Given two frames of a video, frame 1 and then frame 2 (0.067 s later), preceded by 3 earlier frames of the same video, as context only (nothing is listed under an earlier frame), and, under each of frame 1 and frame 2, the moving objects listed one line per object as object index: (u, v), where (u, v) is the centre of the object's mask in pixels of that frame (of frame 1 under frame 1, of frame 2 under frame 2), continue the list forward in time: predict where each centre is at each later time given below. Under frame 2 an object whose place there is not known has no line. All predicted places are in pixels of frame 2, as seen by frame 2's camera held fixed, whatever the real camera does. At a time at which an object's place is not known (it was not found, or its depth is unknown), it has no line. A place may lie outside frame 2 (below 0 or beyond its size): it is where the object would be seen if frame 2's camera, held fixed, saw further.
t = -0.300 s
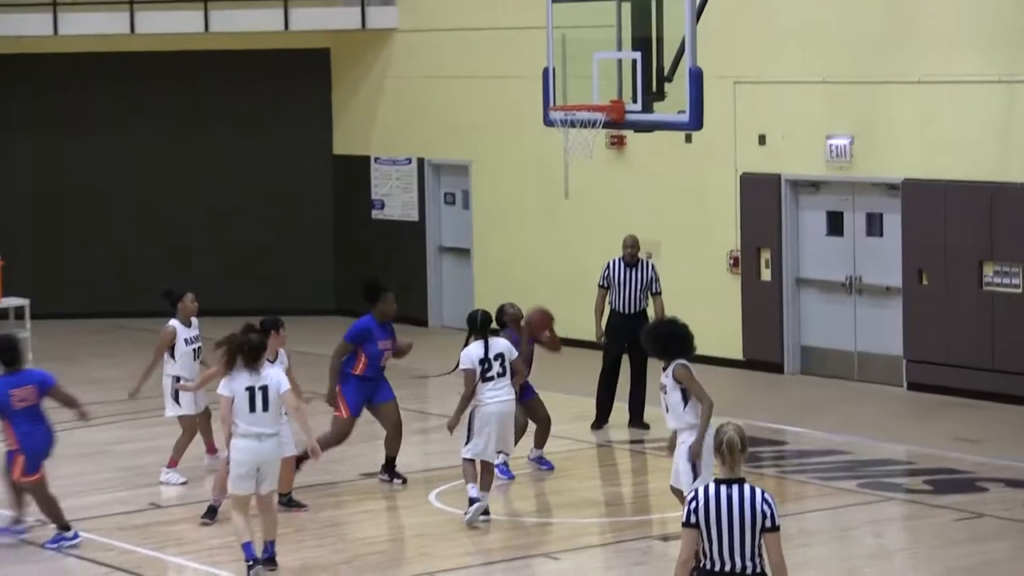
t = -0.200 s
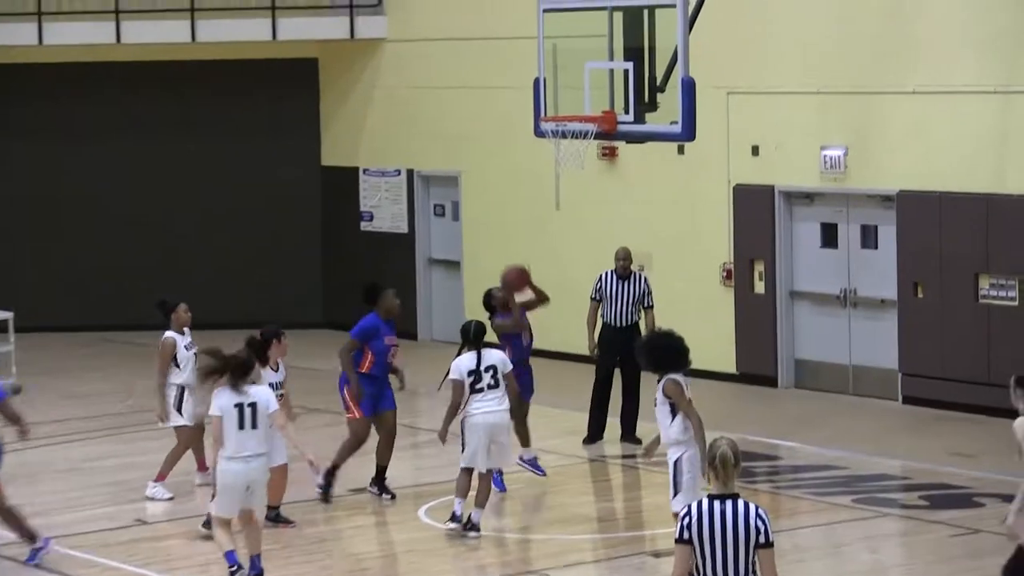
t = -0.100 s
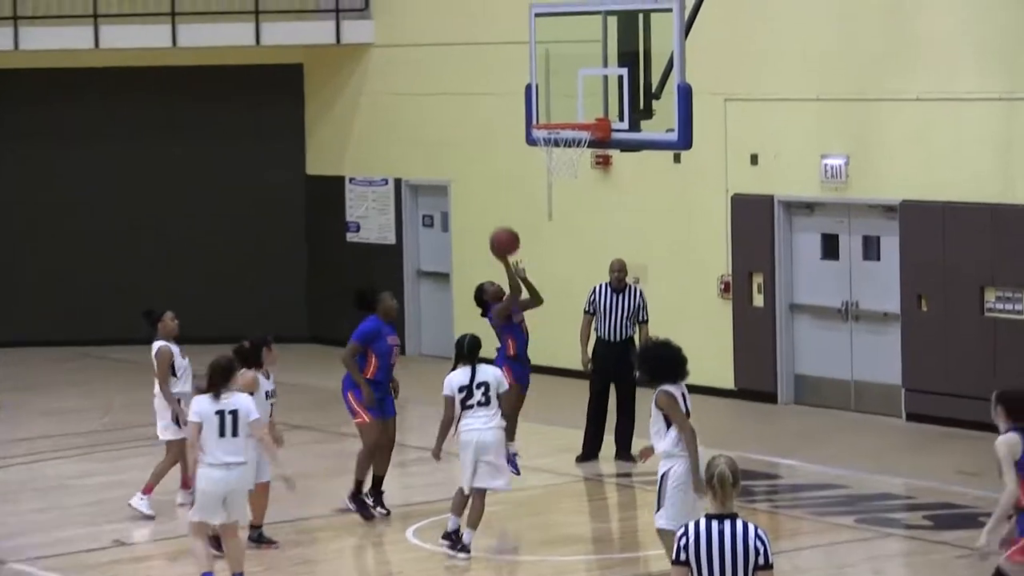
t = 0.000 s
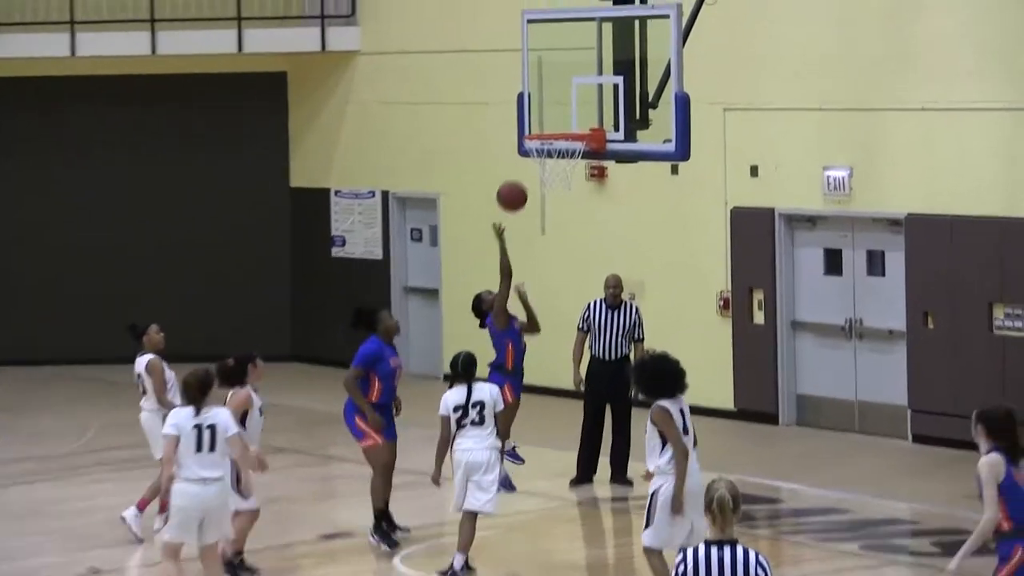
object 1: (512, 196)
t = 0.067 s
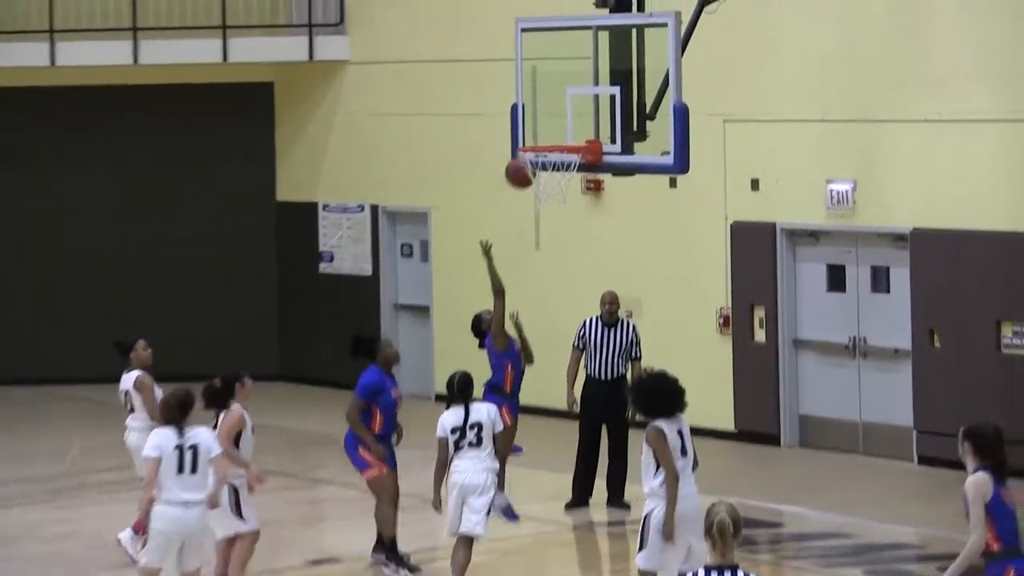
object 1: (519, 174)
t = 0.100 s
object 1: (521, 154)
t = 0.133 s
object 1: (537, 136)
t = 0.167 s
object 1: (545, 127)
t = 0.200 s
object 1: (553, 115)
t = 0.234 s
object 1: (561, 103)
